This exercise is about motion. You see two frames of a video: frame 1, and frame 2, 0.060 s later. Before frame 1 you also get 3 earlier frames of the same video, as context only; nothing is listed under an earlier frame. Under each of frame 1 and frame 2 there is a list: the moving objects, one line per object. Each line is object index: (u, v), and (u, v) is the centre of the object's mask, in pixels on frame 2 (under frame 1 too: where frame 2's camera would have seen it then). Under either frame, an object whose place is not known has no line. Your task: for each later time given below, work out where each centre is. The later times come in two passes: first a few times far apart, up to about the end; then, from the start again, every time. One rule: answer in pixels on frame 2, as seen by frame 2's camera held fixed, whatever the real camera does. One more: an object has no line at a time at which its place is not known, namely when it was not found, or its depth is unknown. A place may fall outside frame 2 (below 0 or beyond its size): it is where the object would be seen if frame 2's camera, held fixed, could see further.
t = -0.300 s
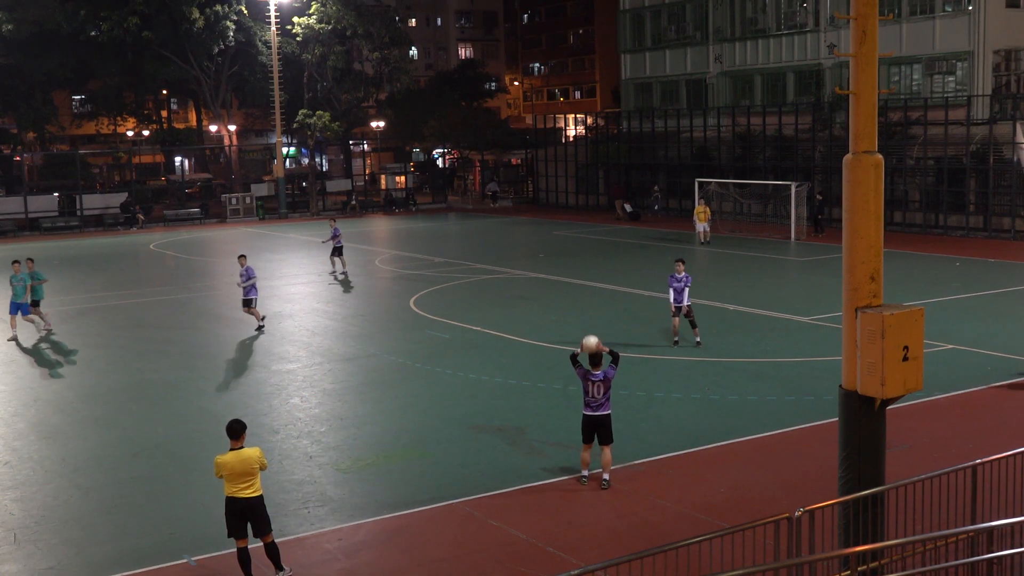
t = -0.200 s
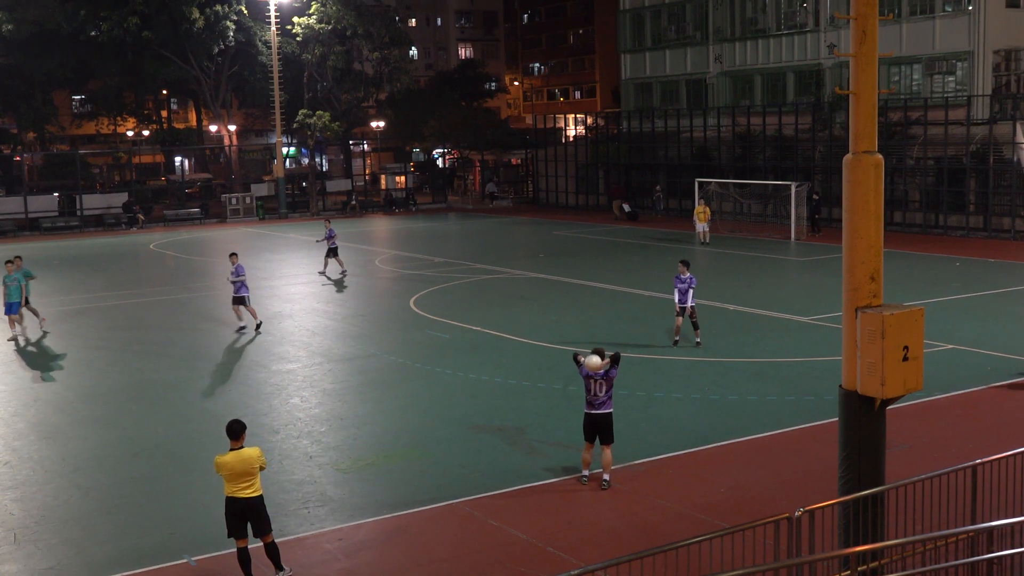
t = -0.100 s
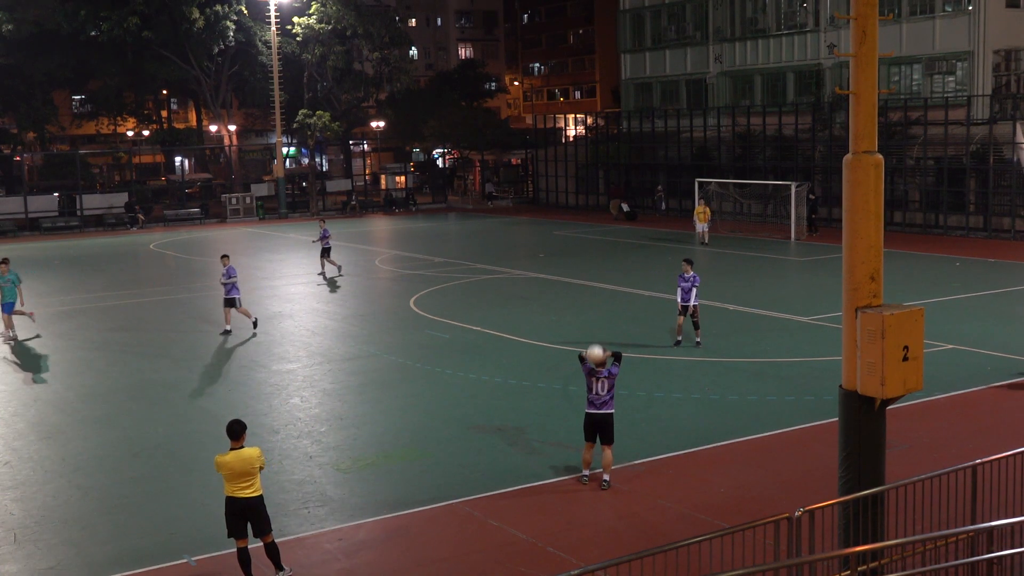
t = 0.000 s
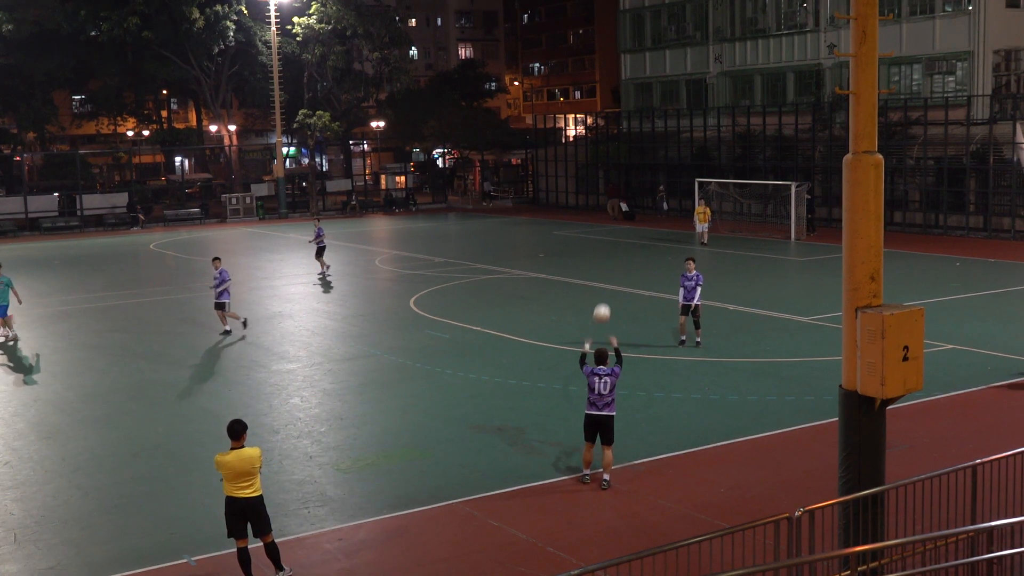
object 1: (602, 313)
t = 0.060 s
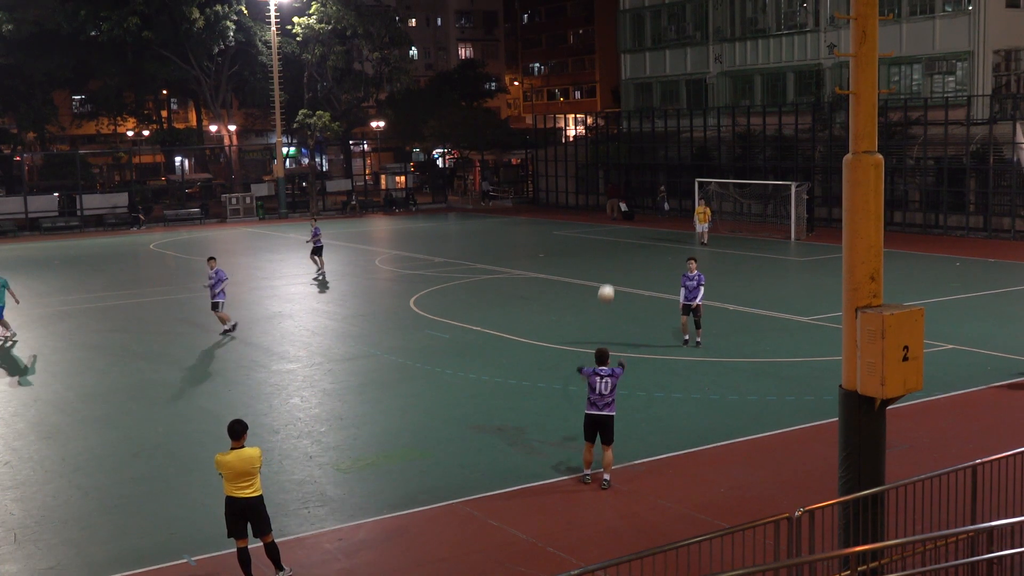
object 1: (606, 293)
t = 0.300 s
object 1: (621, 249)
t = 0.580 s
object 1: (638, 252)
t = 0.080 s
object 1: (607, 287)
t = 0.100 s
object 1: (609, 282)
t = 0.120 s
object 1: (610, 277)
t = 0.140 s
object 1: (612, 272)
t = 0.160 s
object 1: (613, 268)
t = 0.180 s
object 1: (614, 265)
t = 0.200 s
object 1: (615, 261)
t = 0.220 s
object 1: (616, 258)
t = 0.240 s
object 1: (618, 255)
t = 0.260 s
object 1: (619, 253)
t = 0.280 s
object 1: (620, 251)
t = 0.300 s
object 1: (621, 249)
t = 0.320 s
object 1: (622, 248)
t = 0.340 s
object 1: (623, 247)
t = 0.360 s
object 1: (624, 246)
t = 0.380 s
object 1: (626, 245)
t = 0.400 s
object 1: (627, 245)
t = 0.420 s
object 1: (628, 245)
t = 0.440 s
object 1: (629, 245)
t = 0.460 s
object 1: (630, 245)
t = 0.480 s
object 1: (632, 246)
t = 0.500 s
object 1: (633, 247)
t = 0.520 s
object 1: (634, 248)
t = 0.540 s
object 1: (635, 249)
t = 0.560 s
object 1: (636, 251)
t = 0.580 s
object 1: (638, 252)
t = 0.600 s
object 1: (639, 254)
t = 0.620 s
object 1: (640, 256)
